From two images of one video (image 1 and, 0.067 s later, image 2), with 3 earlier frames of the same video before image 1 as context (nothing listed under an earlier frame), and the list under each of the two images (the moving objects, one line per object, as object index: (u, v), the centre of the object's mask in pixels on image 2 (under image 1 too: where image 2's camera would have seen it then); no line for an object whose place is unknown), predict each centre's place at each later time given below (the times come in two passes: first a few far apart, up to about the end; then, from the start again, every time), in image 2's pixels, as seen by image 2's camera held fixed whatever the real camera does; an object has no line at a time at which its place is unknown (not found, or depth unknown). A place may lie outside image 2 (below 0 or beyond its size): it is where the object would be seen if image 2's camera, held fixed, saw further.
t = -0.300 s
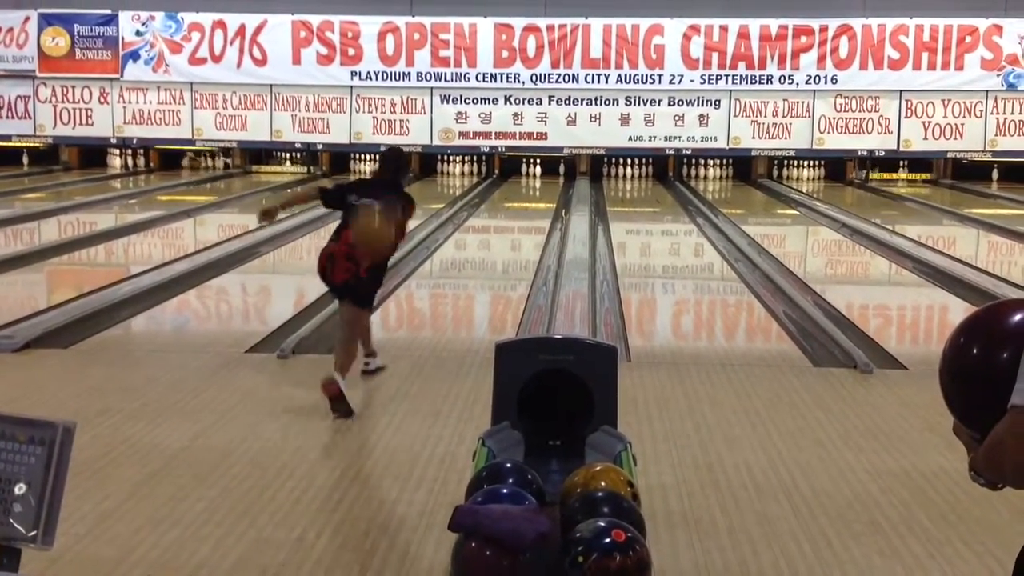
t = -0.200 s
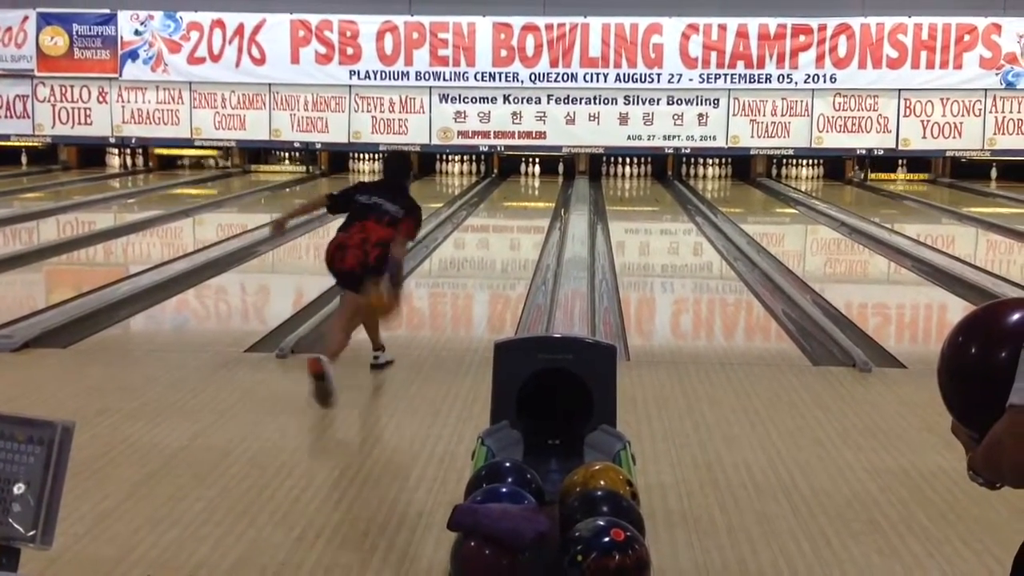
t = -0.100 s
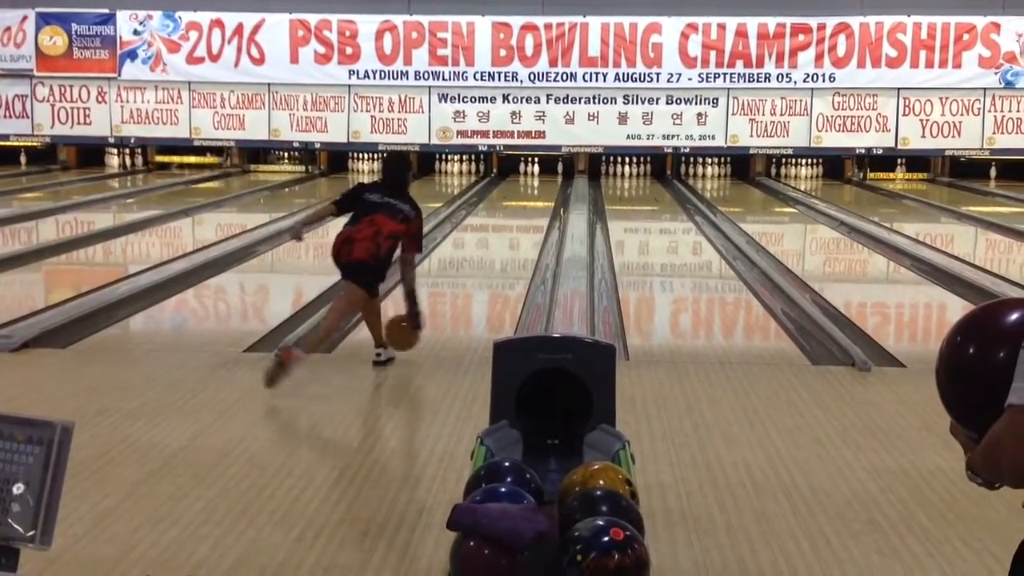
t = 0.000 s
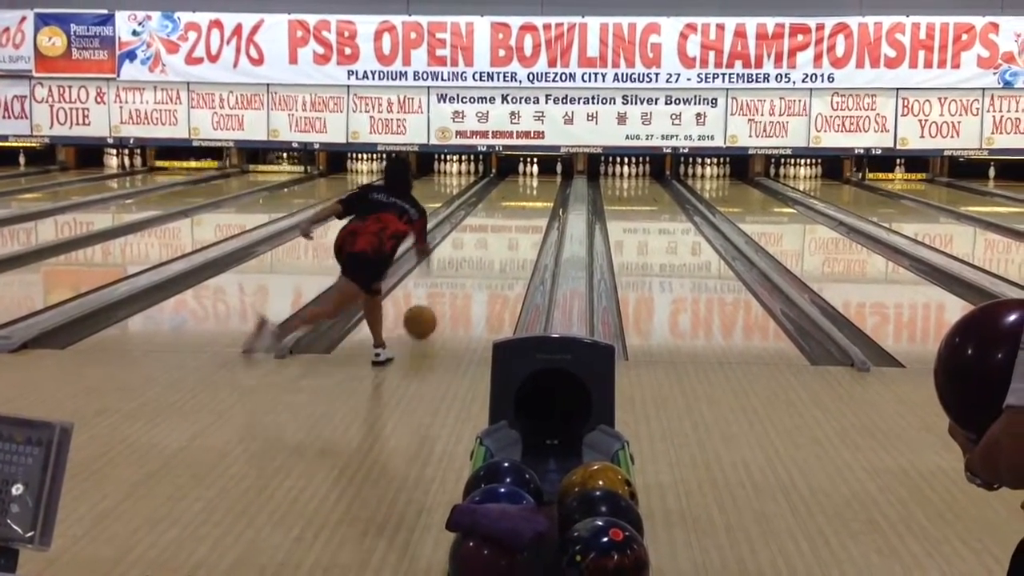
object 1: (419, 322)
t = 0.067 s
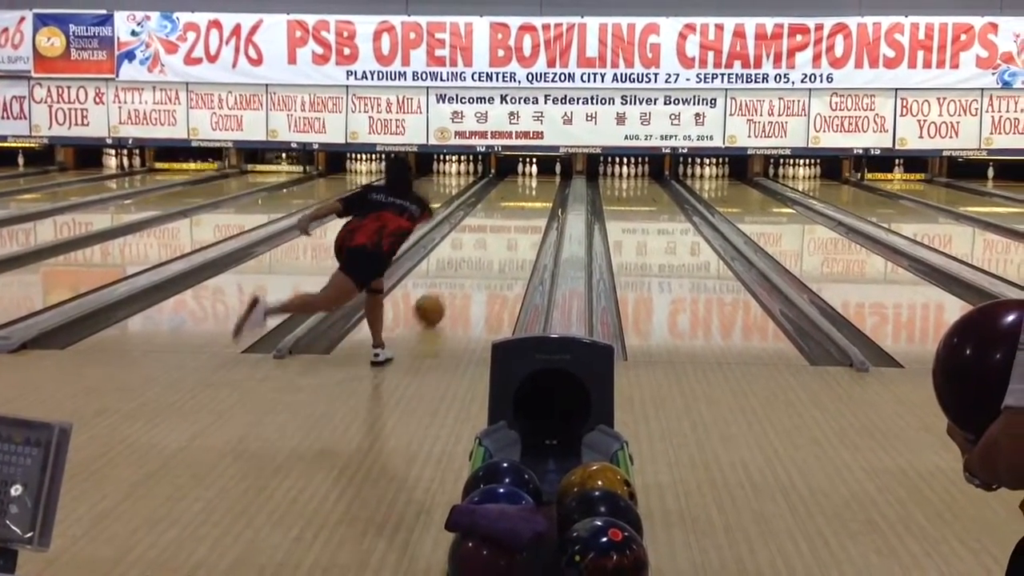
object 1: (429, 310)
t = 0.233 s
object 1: (451, 283)
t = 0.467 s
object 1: (472, 256)
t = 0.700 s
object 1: (488, 236)
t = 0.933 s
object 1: (500, 220)
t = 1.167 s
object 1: (508, 208)
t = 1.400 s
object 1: (516, 203)
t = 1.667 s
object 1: (522, 191)
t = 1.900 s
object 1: (525, 182)
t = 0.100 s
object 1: (435, 304)
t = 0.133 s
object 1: (439, 299)
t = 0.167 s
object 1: (443, 293)
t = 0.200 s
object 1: (447, 288)
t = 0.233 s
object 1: (451, 283)
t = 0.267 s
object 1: (454, 279)
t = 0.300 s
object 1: (458, 274)
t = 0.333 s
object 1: (461, 270)
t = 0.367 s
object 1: (464, 267)
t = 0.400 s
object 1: (467, 263)
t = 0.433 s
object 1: (470, 259)
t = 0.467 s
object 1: (472, 256)
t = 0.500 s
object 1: (475, 252)
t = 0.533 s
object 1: (477, 250)
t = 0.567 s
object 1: (480, 247)
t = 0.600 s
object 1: (482, 244)
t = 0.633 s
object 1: (484, 241)
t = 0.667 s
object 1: (486, 238)
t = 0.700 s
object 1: (488, 236)
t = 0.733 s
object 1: (490, 233)
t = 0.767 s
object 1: (492, 231)
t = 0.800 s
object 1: (494, 228)
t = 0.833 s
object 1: (495, 226)
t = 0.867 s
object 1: (497, 224)
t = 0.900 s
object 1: (498, 222)
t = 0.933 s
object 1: (500, 220)
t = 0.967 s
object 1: (501, 219)
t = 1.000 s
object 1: (503, 217)
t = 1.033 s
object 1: (503, 215)
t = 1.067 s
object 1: (505, 213)
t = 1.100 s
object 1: (506, 211)
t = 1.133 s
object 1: (507, 209)
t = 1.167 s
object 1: (508, 208)
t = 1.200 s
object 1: (509, 207)
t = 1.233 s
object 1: (511, 206)
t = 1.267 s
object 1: (512, 204)
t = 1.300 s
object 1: (513, 204)
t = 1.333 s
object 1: (514, 203)
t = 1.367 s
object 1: (515, 202)
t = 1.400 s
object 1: (516, 203)
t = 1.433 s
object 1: (517, 199)
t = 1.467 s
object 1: (518, 197)
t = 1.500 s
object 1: (520, 195)
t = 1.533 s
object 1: (519, 194)
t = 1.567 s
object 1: (519, 194)
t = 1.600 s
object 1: (521, 193)
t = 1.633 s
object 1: (521, 192)
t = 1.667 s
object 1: (522, 191)
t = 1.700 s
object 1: (523, 191)
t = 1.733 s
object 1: (524, 187)
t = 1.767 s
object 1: (523, 185)
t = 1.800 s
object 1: (523, 185)
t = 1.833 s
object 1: (524, 183)
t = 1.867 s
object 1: (524, 183)
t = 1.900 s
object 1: (525, 182)
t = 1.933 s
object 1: (525, 181)
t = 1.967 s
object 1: (525, 180)
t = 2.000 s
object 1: (526, 179)
